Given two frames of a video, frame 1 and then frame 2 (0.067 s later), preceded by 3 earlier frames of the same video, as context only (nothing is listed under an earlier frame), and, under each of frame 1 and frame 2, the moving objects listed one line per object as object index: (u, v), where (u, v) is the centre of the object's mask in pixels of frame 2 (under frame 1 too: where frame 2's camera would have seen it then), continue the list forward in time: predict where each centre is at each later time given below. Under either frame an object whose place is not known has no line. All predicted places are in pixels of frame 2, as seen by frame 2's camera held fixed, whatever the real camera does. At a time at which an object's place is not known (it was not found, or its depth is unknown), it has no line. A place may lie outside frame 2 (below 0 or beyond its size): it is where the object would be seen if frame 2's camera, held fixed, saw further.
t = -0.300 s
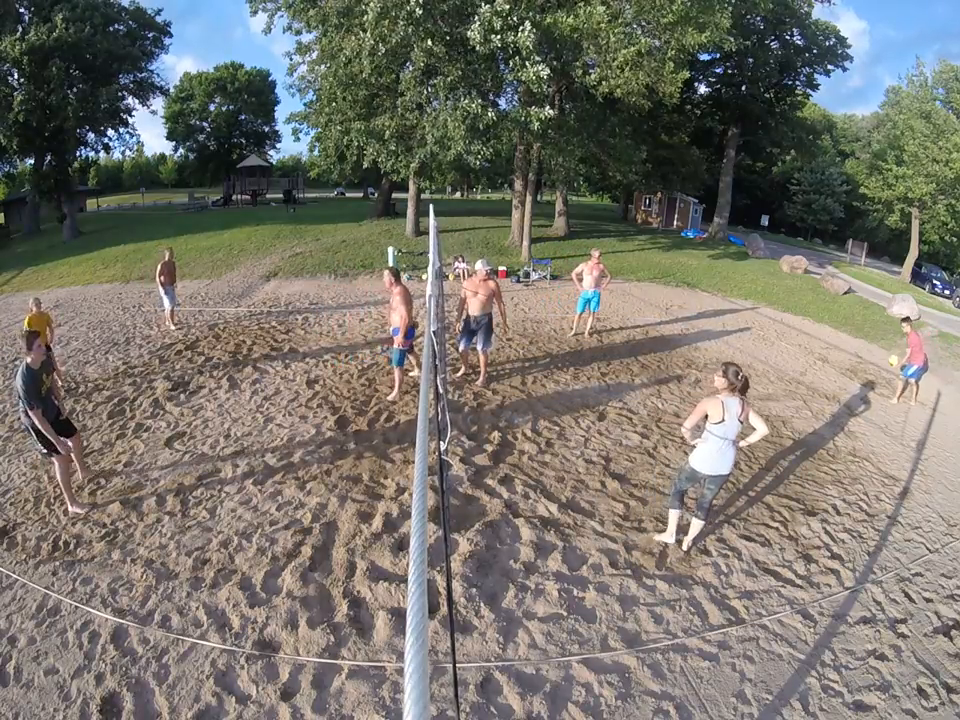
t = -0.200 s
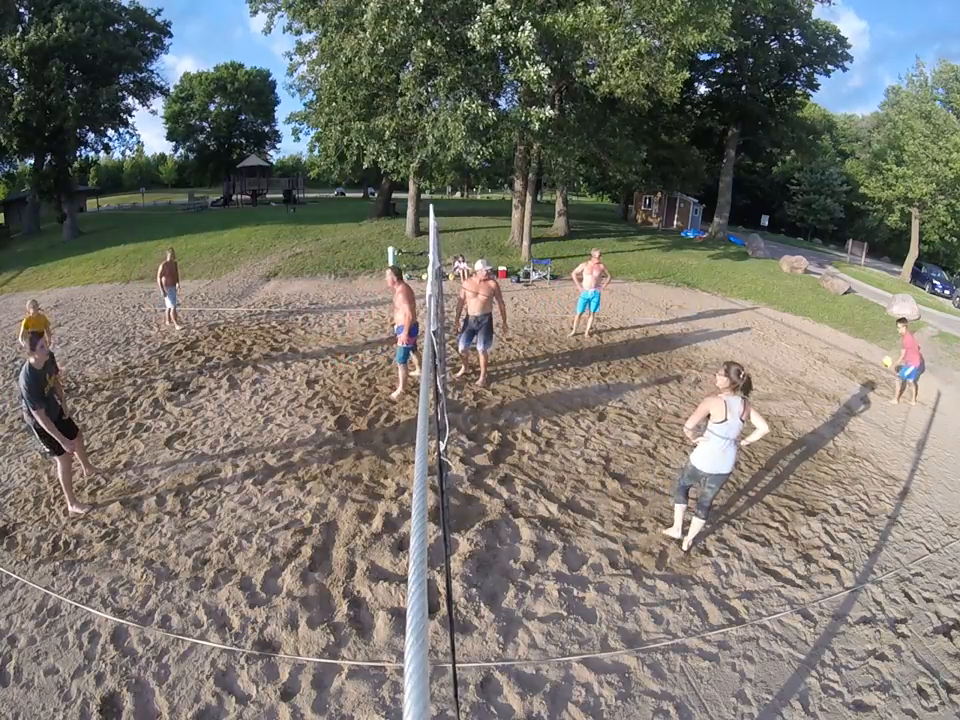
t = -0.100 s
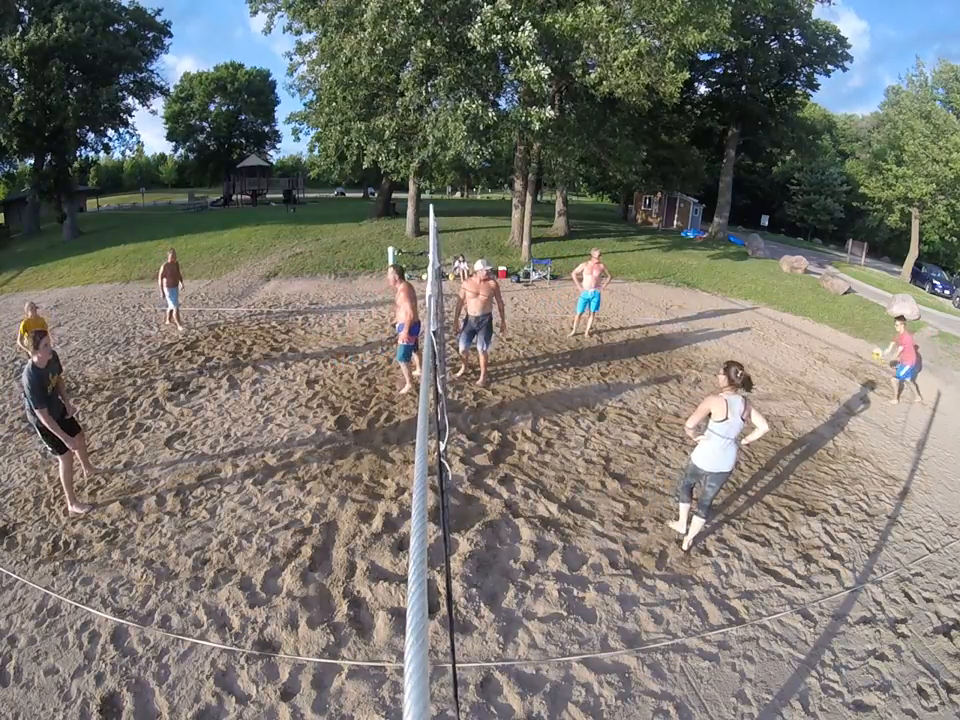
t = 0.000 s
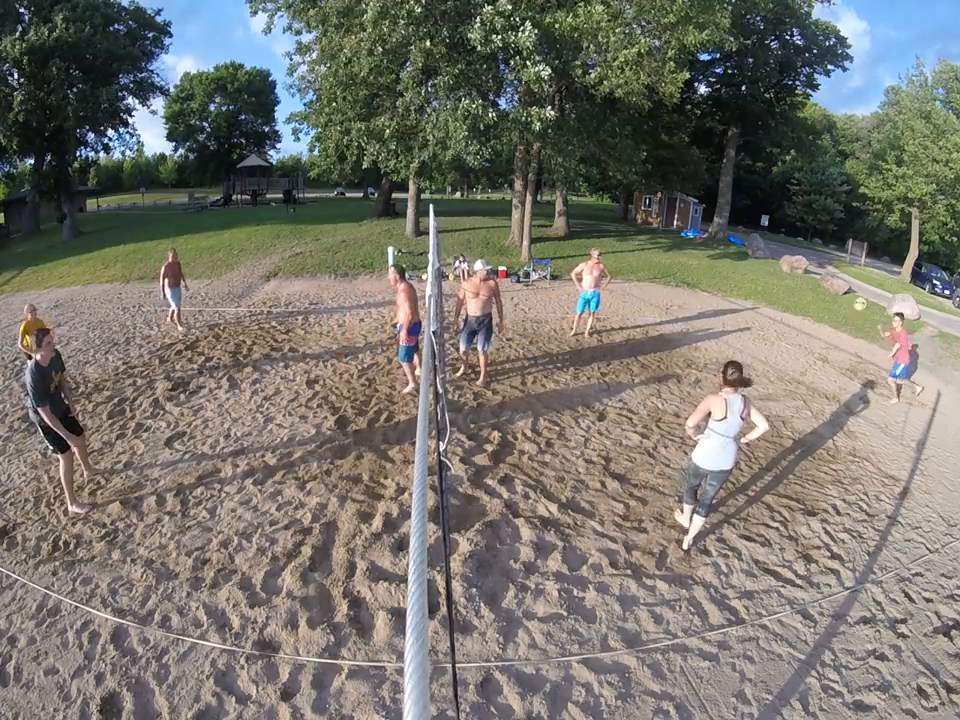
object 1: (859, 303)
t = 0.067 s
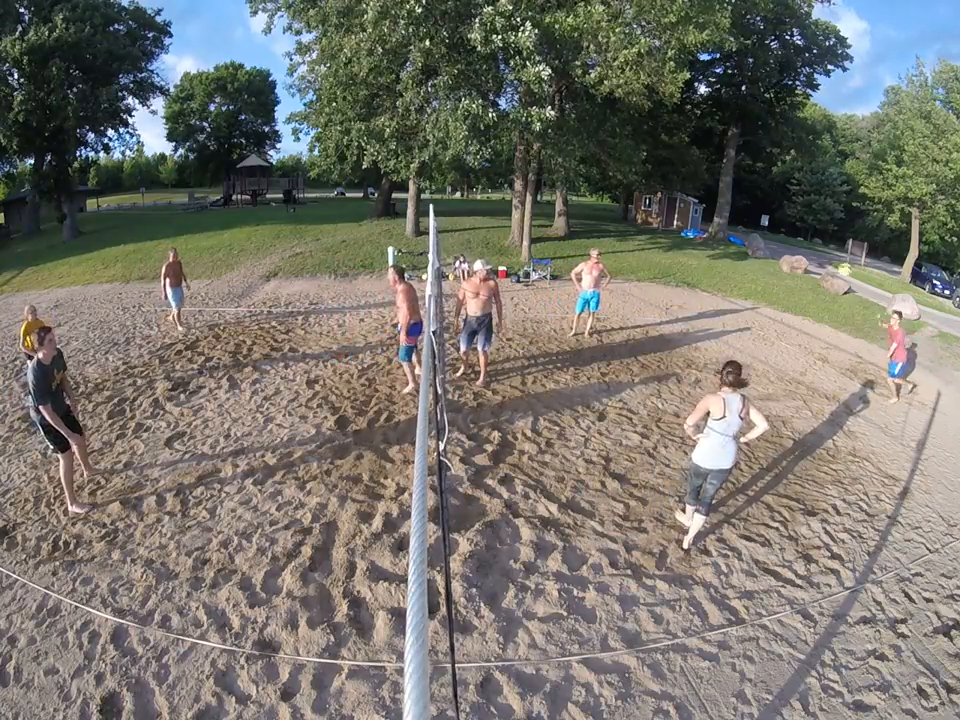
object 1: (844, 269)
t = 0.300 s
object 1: (764, 149)
